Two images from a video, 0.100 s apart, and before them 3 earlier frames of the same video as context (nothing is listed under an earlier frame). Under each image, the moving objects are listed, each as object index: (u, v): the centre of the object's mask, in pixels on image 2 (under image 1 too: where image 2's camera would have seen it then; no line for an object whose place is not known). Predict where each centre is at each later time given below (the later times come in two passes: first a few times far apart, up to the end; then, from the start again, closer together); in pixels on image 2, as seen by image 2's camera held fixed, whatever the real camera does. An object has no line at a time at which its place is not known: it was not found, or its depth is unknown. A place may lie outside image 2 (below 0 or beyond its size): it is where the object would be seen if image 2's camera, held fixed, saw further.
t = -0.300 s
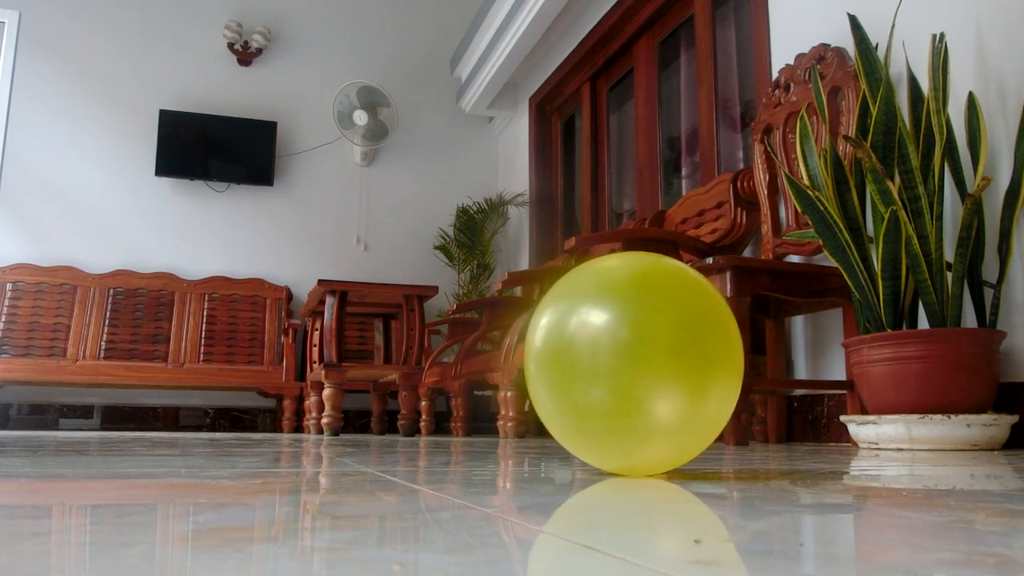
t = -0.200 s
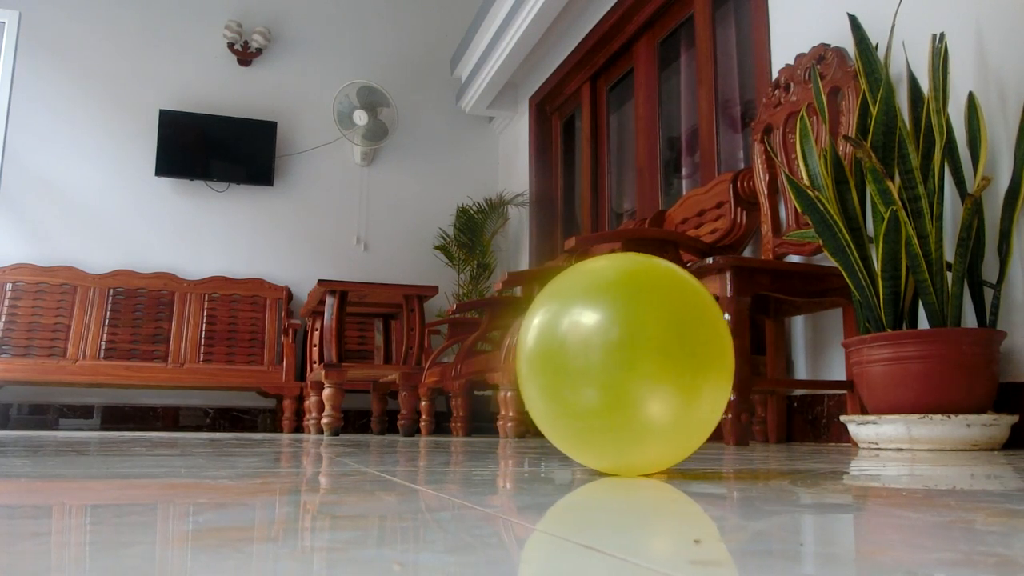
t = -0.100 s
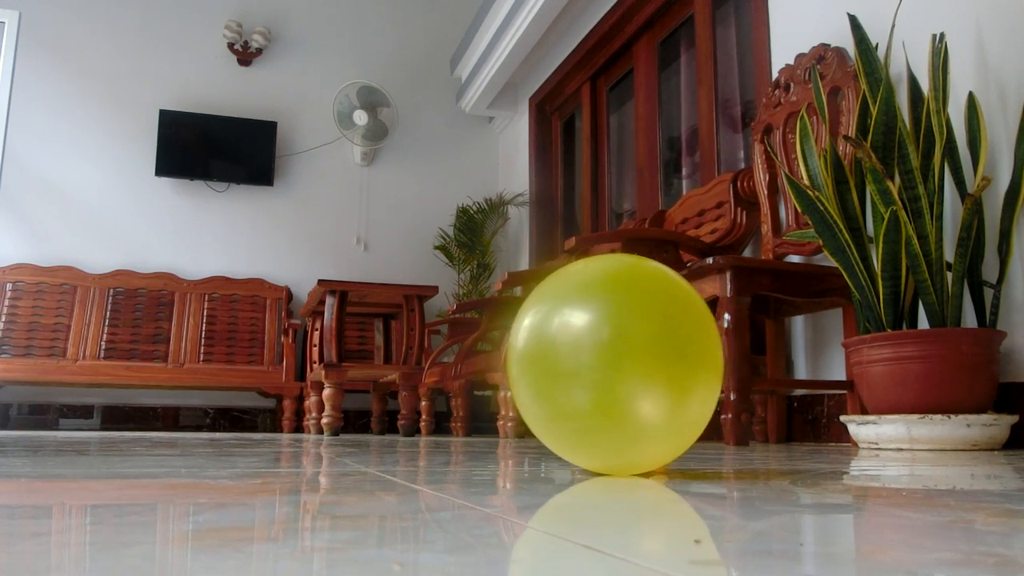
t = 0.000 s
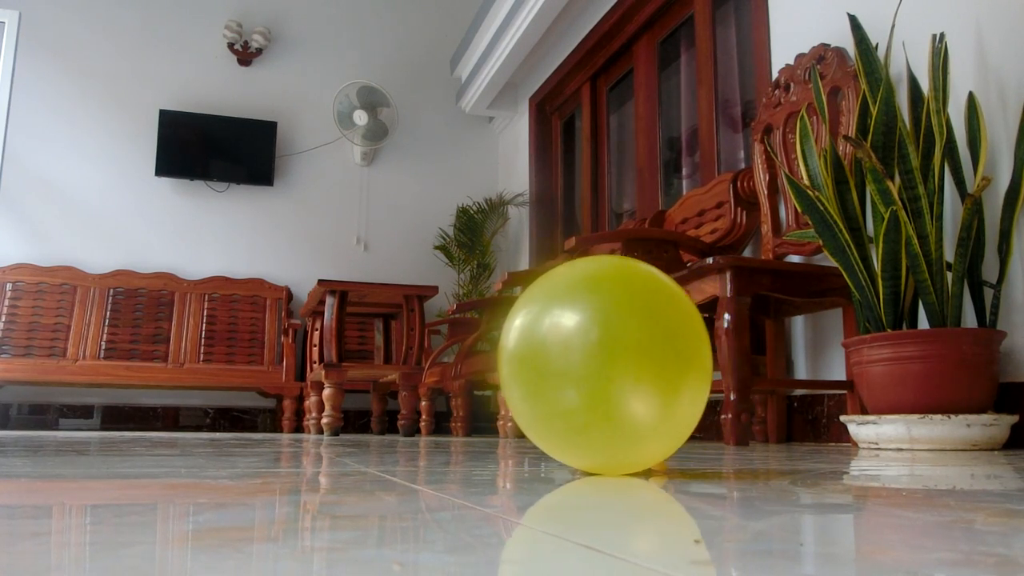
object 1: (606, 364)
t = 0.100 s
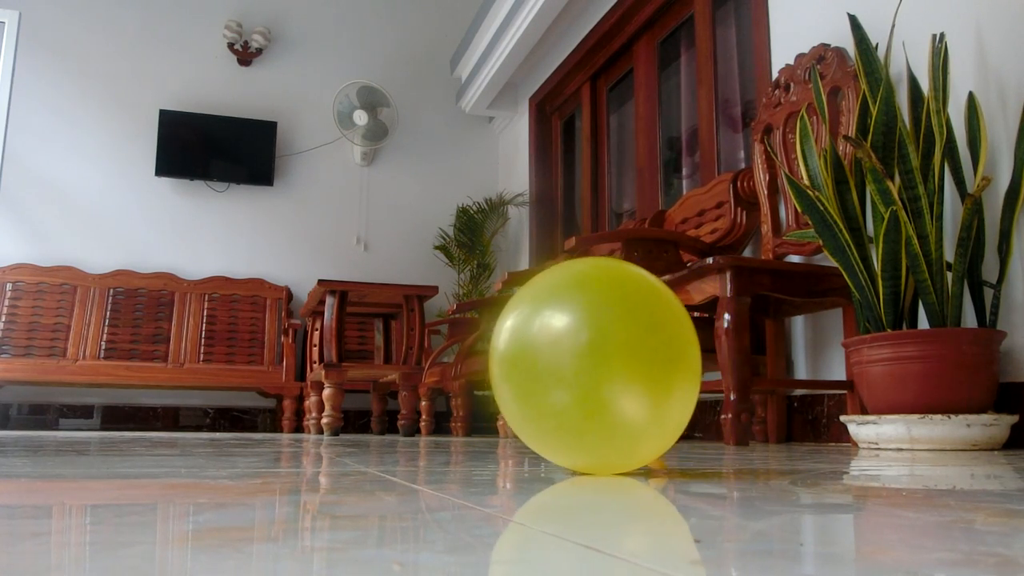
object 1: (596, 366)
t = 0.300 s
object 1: (578, 368)
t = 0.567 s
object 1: (563, 371)
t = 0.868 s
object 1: (560, 373)
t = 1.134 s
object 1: (571, 374)
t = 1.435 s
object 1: (590, 372)
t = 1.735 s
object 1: (583, 372)
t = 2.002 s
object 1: (572, 370)
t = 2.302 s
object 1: (570, 368)
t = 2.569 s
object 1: (580, 366)
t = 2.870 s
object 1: (603, 363)
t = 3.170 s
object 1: (629, 363)
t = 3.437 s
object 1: (639, 363)
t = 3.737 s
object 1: (630, 363)
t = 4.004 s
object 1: (616, 364)
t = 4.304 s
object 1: (597, 366)
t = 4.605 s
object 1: (581, 370)
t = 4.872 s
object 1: (573, 372)
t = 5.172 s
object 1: (576, 373)
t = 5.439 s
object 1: (590, 372)
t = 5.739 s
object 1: (594, 370)
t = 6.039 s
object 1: (587, 369)
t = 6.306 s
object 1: (591, 367)
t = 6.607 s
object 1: (607, 365)
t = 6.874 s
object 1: (628, 364)
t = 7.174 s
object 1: (650, 363)
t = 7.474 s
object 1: (663, 363)
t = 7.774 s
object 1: (667, 363)
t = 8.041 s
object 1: (664, 363)
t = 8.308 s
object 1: (657, 363)
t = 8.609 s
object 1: (646, 363)
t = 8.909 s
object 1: (634, 364)
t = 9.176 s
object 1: (624, 364)
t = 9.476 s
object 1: (615, 365)
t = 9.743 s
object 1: (609, 366)
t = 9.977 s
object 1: (606, 367)
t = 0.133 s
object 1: (593, 366)
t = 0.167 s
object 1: (590, 366)
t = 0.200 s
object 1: (587, 367)
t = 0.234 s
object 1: (584, 367)
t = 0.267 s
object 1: (581, 367)
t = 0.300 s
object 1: (578, 368)
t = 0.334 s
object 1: (576, 368)
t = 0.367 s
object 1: (573, 369)
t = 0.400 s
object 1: (571, 369)
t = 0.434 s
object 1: (569, 370)
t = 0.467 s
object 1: (568, 370)
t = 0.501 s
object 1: (566, 371)
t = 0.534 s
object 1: (564, 371)
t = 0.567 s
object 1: (563, 371)
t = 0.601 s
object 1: (562, 371)
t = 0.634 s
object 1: (561, 372)
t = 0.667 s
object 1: (560, 372)
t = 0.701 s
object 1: (560, 372)
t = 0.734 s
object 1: (560, 372)
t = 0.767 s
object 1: (559, 373)
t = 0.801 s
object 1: (560, 373)
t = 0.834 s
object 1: (560, 373)
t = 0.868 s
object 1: (560, 373)
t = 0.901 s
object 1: (561, 374)
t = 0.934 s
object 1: (562, 374)
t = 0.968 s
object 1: (563, 374)
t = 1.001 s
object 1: (564, 374)
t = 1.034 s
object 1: (566, 374)
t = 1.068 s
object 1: (567, 374)
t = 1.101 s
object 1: (569, 374)
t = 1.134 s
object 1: (571, 374)
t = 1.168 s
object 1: (573, 374)
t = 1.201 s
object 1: (575, 374)
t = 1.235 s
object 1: (578, 374)
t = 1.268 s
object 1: (580, 374)
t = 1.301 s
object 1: (583, 374)
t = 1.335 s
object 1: (585, 373)
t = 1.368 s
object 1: (587, 373)
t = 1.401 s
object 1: (588, 372)
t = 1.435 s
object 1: (590, 372)
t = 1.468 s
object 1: (591, 371)
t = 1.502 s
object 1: (592, 371)
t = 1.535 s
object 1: (592, 371)
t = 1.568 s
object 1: (592, 372)
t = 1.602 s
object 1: (591, 372)
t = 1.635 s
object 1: (589, 372)
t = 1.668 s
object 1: (587, 372)
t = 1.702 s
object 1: (585, 372)
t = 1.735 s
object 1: (583, 372)
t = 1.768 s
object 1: (582, 372)
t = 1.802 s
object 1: (580, 371)
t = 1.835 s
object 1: (578, 371)
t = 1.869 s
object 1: (577, 371)
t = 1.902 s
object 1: (575, 371)
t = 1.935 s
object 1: (574, 371)
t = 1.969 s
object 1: (573, 370)
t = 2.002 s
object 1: (572, 370)
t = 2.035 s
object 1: (571, 370)
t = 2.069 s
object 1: (570, 370)
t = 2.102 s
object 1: (570, 370)
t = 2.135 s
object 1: (569, 370)
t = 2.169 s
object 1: (569, 369)
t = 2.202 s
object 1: (569, 369)
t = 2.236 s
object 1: (569, 369)
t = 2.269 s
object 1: (569, 369)
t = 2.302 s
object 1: (570, 368)
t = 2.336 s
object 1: (570, 368)
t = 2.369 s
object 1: (571, 367)
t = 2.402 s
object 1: (572, 367)
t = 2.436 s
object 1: (574, 367)
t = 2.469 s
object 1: (575, 367)
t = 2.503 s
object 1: (577, 366)
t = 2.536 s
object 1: (578, 366)
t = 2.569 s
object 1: (580, 366)
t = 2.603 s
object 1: (582, 365)
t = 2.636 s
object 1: (584, 365)
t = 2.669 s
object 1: (587, 365)
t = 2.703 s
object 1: (589, 364)
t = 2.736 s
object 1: (592, 364)
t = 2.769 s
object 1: (595, 364)
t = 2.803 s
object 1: (597, 364)
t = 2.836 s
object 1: (600, 364)
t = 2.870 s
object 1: (603, 363)
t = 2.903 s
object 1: (606, 363)
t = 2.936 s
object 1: (609, 363)
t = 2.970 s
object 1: (612, 363)
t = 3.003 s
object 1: (615, 363)
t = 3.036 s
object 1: (618, 363)
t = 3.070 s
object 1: (621, 363)
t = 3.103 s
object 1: (624, 363)
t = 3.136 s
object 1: (626, 363)
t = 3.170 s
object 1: (629, 363)
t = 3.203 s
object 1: (631, 363)
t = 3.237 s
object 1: (634, 363)
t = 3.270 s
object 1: (636, 362)
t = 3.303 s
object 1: (638, 362)
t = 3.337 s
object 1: (639, 362)
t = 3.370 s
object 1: (639, 363)
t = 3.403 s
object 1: (639, 363)
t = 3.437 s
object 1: (639, 363)
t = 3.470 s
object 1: (638, 363)
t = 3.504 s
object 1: (638, 363)
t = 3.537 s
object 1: (637, 363)
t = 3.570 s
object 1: (636, 363)
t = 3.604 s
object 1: (635, 363)
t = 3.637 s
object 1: (634, 363)
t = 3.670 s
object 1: (633, 363)
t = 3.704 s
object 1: (631, 363)
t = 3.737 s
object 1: (630, 363)
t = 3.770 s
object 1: (629, 363)
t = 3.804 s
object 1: (627, 363)
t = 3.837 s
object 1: (625, 363)
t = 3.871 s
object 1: (624, 363)
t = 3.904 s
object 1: (622, 363)
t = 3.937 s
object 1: (620, 364)
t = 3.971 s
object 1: (618, 364)
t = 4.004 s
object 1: (616, 364)
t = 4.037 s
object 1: (614, 364)
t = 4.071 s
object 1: (612, 364)
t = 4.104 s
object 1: (610, 365)
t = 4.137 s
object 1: (608, 365)
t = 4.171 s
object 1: (606, 365)
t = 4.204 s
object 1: (604, 366)
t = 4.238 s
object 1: (601, 366)
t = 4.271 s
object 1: (599, 366)
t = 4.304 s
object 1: (597, 366)
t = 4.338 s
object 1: (595, 367)
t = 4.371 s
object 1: (593, 367)
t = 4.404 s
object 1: (591, 368)
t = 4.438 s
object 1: (589, 368)
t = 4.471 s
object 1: (587, 368)
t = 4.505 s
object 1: (585, 369)
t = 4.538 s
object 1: (584, 369)
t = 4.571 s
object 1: (582, 370)
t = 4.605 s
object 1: (581, 370)
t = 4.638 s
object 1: (579, 370)
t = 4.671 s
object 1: (578, 371)
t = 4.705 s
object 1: (577, 371)
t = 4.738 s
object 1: (576, 372)
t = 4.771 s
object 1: (575, 372)
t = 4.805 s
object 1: (574, 372)
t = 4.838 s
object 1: (574, 372)
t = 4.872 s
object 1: (573, 372)
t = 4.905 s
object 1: (573, 372)
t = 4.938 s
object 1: (573, 373)
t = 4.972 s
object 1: (573, 373)
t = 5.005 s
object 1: (572, 372)
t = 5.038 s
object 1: (573, 373)
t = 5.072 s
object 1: (574, 373)
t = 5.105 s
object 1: (574, 373)
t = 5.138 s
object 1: (575, 373)
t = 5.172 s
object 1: (576, 373)
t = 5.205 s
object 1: (578, 373)
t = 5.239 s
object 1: (578, 372)
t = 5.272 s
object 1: (581, 373)
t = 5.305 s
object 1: (582, 373)
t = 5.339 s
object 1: (584, 373)
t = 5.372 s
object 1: (586, 372)
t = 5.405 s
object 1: (588, 372)
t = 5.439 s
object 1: (590, 372)
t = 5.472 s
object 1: (593, 372)
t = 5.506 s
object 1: (595, 371)
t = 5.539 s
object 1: (596, 371)
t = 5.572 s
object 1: (597, 371)
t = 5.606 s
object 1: (597, 371)
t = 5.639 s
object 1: (597, 371)
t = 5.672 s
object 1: (597, 371)
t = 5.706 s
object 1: (596, 371)
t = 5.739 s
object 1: (594, 370)
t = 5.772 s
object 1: (593, 370)
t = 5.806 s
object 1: (592, 370)
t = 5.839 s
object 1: (591, 370)
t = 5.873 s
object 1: (590, 370)
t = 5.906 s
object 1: (589, 370)
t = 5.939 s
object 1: (588, 370)
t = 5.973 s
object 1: (588, 370)
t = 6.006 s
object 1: (587, 369)
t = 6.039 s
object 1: (587, 369)
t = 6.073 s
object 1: (587, 369)
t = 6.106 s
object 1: (587, 369)
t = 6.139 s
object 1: (588, 369)
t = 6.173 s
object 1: (588, 368)
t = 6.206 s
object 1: (589, 368)
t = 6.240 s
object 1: (589, 368)
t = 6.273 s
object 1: (590, 367)
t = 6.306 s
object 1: (591, 367)
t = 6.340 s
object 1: (593, 367)
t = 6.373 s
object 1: (594, 367)
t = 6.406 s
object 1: (595, 366)
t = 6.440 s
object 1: (597, 366)
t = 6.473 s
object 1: (599, 366)
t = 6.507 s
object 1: (601, 366)
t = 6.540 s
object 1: (603, 365)
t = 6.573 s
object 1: (605, 365)
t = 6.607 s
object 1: (607, 365)
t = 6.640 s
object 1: (610, 365)
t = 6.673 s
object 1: (612, 365)
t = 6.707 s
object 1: (615, 364)
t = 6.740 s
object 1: (617, 364)
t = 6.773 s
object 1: (620, 364)
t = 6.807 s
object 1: (623, 364)
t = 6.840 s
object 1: (626, 364)
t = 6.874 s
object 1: (628, 364)
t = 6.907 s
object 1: (631, 363)
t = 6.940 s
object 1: (634, 363)
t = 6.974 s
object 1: (637, 363)
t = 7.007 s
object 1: (640, 363)
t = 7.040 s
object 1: (642, 363)
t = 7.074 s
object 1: (645, 363)
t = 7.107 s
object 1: (647, 363)
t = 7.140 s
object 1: (648, 363)
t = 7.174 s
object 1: (650, 363)
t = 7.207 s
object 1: (652, 363)
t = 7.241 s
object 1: (653, 363)
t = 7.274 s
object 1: (655, 363)
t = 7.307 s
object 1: (656, 363)
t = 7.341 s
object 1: (658, 363)
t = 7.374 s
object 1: (659, 363)
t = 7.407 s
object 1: (660, 363)
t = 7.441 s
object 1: (661, 363)
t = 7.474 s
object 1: (663, 363)
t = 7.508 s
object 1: (664, 363)
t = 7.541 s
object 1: (664, 363)
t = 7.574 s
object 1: (665, 363)
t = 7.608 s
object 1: (665, 363)
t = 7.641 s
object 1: (666, 363)
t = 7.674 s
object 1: (666, 363)
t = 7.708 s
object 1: (666, 363)
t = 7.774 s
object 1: (667, 363)
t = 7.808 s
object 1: (667, 363)
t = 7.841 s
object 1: (667, 363)
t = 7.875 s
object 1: (667, 363)
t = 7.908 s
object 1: (666, 363)
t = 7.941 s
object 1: (666, 363)
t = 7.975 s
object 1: (665, 363)
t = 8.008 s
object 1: (665, 363)
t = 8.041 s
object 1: (664, 363)
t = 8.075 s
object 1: (663, 363)
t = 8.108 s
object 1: (662, 363)
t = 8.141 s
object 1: (662, 363)
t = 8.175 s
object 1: (661, 363)
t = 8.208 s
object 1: (660, 363)
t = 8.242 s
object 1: (659, 363)
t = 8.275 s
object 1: (658, 363)
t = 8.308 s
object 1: (657, 363)
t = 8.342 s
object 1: (656, 363)
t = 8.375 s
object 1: (655, 363)
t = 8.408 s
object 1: (653, 363)
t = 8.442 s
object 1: (652, 363)
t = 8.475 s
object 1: (651, 363)
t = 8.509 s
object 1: (650, 363)
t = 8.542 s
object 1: (648, 363)
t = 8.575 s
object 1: (647, 363)
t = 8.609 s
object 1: (646, 363)
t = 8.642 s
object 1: (645, 363)
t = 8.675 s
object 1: (643, 363)
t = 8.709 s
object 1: (642, 363)
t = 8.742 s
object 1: (641, 363)
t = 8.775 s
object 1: (639, 363)
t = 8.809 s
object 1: (638, 363)
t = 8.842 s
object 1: (637, 364)
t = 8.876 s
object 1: (635, 364)
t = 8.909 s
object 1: (634, 364)
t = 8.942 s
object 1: (633, 364)
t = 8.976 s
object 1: (632, 364)
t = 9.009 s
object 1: (630, 364)
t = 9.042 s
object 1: (629, 364)
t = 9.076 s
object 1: (628, 364)
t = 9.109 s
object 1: (627, 364)
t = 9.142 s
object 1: (626, 364)
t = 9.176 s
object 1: (624, 364)
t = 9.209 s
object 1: (623, 365)
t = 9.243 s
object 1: (622, 365)
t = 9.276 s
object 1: (621, 365)
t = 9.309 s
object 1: (620, 365)
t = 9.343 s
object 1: (619, 365)
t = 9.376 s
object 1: (618, 365)
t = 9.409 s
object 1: (617, 365)
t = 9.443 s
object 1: (616, 365)
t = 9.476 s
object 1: (615, 365)
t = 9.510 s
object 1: (614, 366)
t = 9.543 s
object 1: (613, 366)
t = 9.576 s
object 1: (612, 366)
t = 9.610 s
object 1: (612, 366)
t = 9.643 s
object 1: (611, 366)
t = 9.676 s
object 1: (610, 366)
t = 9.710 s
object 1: (610, 366)
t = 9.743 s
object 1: (609, 366)
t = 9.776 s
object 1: (609, 367)
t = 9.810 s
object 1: (608, 367)
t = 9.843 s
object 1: (608, 367)
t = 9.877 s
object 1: (607, 367)
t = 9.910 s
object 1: (607, 367)
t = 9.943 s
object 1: (606, 367)
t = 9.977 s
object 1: (606, 367)
